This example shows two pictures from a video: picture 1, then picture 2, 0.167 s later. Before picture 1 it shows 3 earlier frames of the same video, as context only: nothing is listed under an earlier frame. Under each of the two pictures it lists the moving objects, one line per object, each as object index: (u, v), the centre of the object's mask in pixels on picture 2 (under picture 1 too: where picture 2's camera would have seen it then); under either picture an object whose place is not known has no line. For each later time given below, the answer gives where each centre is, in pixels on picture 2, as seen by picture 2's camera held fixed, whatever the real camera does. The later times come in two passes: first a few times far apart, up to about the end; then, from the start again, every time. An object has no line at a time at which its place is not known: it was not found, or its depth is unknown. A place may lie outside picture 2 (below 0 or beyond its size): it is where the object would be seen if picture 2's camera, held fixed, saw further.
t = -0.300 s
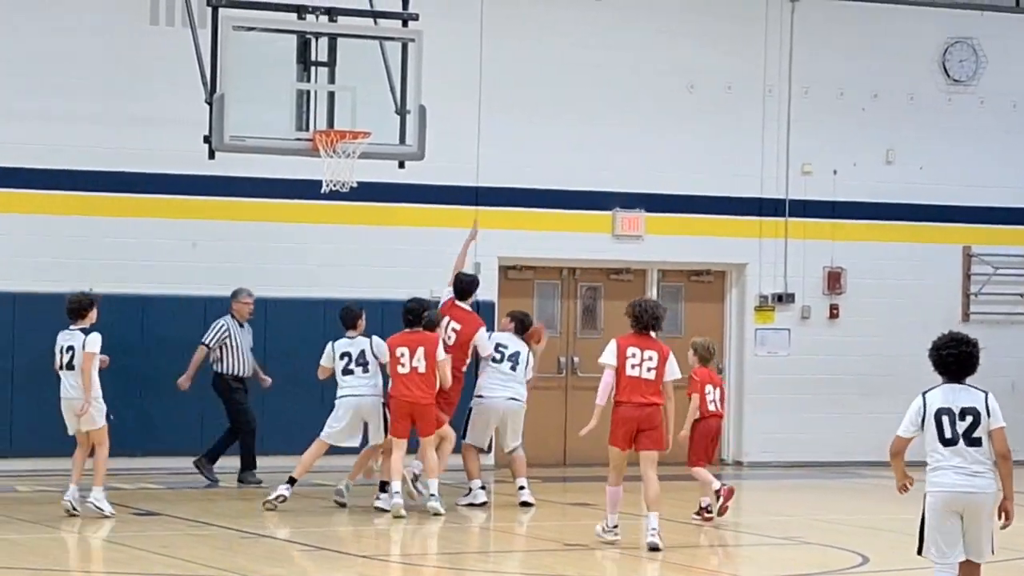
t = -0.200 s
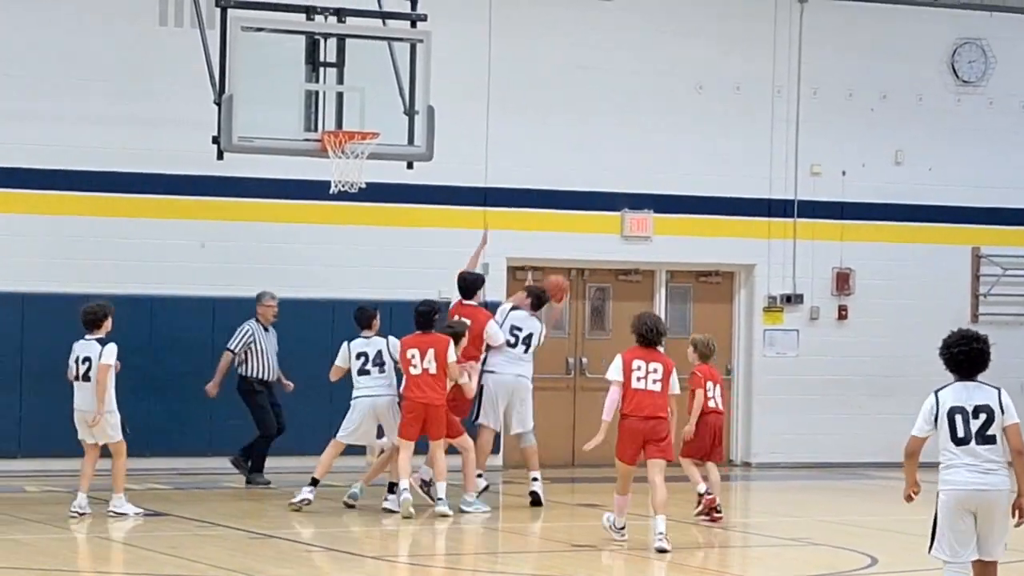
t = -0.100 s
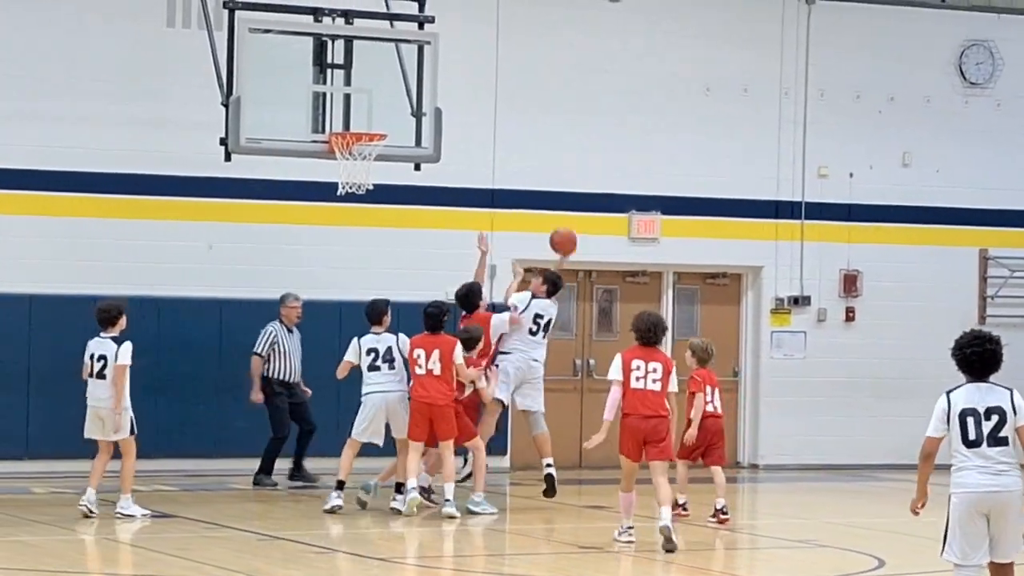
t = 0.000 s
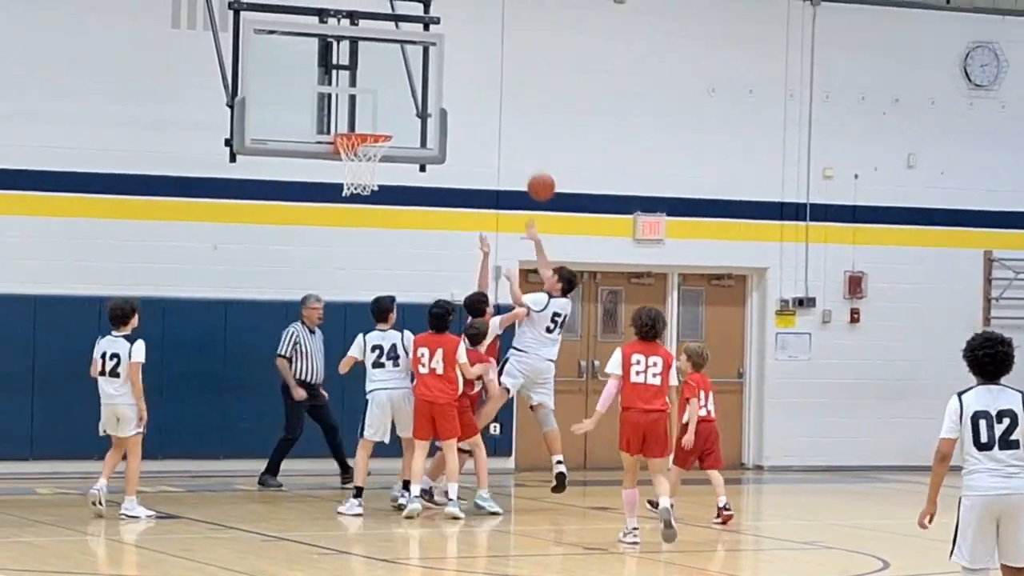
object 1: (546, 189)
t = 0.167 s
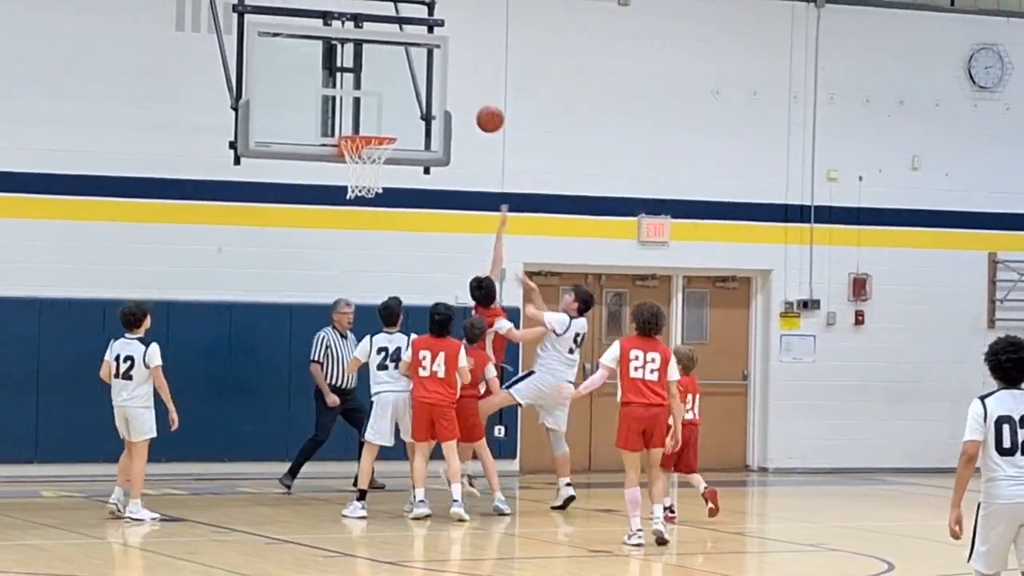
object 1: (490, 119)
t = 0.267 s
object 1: (455, 93)
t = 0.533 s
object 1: (366, 78)
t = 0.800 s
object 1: (361, 138)
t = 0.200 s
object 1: (478, 109)
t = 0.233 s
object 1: (466, 100)
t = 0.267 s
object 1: (455, 93)
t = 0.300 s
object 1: (445, 87)
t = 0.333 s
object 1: (433, 82)
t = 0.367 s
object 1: (422, 77)
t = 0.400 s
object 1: (411, 75)
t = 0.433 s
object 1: (400, 74)
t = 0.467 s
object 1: (388, 74)
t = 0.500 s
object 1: (377, 75)
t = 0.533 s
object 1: (366, 78)
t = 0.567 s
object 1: (364, 82)
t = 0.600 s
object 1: (362, 88)
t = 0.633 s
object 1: (360, 94)
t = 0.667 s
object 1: (357, 102)
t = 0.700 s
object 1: (354, 111)
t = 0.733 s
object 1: (352, 122)
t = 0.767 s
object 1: (351, 128)
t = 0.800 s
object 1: (361, 138)
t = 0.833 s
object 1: (366, 153)
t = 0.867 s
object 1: (373, 163)
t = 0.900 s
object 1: (378, 169)
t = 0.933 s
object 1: (381, 169)
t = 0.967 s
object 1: (383, 171)
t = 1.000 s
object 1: (384, 177)
